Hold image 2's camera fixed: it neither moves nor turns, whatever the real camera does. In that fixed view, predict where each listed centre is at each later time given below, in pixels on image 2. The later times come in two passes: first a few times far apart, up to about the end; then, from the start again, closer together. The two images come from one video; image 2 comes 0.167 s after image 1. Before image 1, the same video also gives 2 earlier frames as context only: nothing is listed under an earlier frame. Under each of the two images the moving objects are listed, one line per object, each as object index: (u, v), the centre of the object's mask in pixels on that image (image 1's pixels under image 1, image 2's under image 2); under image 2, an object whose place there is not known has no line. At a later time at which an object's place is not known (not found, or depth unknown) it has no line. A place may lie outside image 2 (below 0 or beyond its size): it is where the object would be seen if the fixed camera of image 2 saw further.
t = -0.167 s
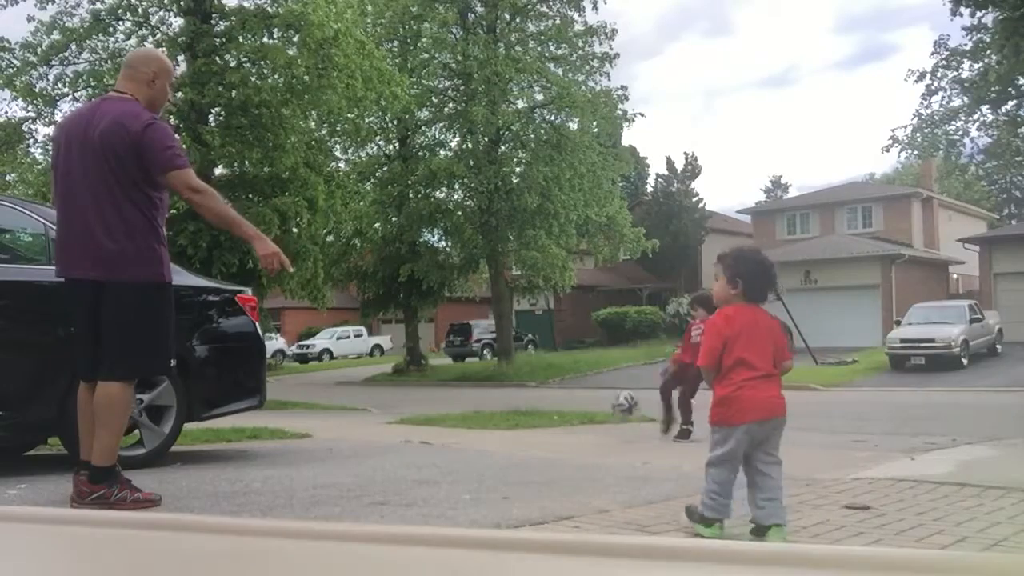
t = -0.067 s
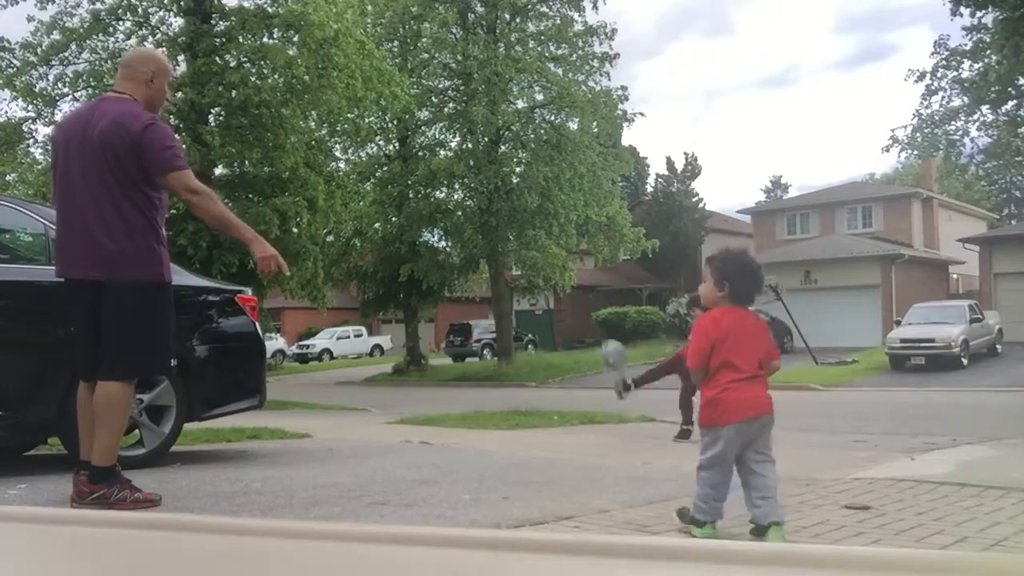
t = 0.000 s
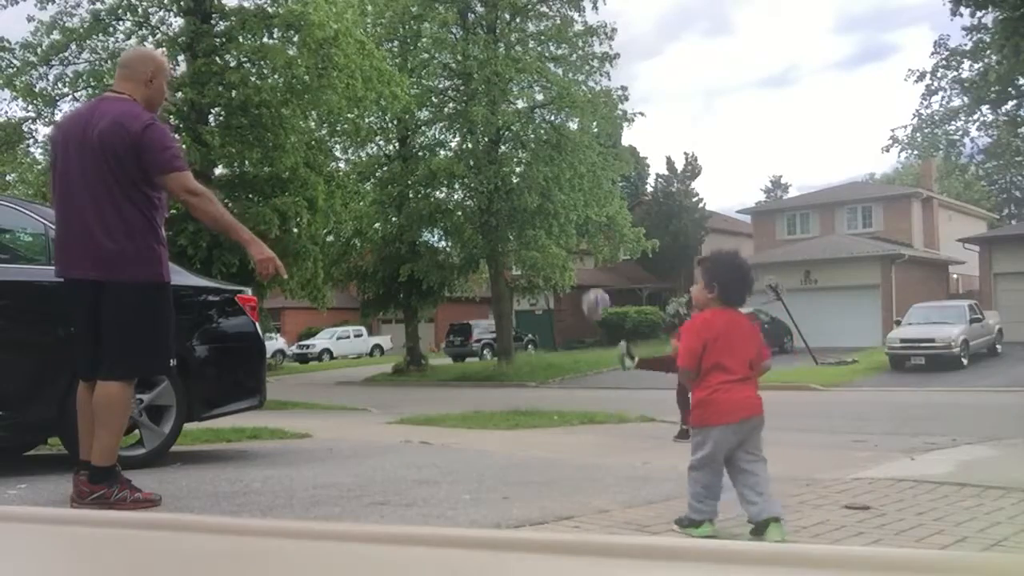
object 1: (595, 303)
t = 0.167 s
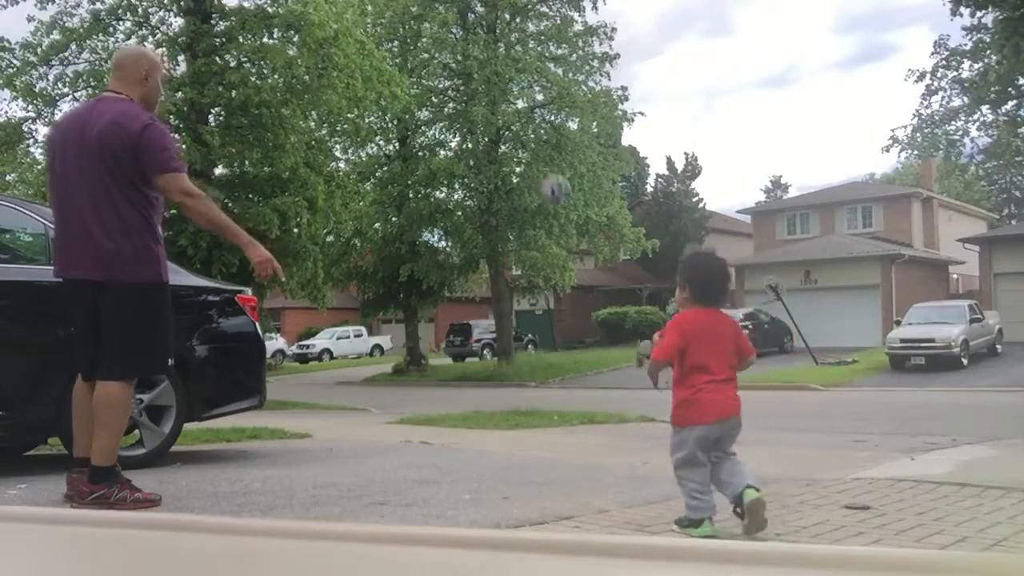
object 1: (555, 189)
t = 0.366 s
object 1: (502, 87)
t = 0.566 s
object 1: (441, 23)
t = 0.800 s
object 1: (352, 27)
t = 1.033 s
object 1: (237, 140)
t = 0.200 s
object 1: (548, 168)
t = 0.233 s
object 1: (539, 152)
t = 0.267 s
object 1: (530, 133)
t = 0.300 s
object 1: (521, 117)
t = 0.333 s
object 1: (512, 100)
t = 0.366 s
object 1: (502, 87)
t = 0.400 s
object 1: (495, 73)
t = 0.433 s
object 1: (483, 59)
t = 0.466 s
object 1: (474, 48)
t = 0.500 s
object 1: (462, 37)
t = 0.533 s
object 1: (452, 30)
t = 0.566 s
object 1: (441, 23)
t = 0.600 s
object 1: (429, 20)
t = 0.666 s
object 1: (405, 16)
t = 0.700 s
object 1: (392, 16)
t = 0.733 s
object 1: (379, 17)
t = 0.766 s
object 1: (366, 20)
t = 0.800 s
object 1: (352, 27)
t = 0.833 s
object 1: (337, 35)
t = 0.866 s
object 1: (323, 46)
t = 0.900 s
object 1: (307, 58)
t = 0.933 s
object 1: (292, 73)
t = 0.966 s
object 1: (275, 92)
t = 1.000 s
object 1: (256, 114)
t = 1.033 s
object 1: (237, 140)
